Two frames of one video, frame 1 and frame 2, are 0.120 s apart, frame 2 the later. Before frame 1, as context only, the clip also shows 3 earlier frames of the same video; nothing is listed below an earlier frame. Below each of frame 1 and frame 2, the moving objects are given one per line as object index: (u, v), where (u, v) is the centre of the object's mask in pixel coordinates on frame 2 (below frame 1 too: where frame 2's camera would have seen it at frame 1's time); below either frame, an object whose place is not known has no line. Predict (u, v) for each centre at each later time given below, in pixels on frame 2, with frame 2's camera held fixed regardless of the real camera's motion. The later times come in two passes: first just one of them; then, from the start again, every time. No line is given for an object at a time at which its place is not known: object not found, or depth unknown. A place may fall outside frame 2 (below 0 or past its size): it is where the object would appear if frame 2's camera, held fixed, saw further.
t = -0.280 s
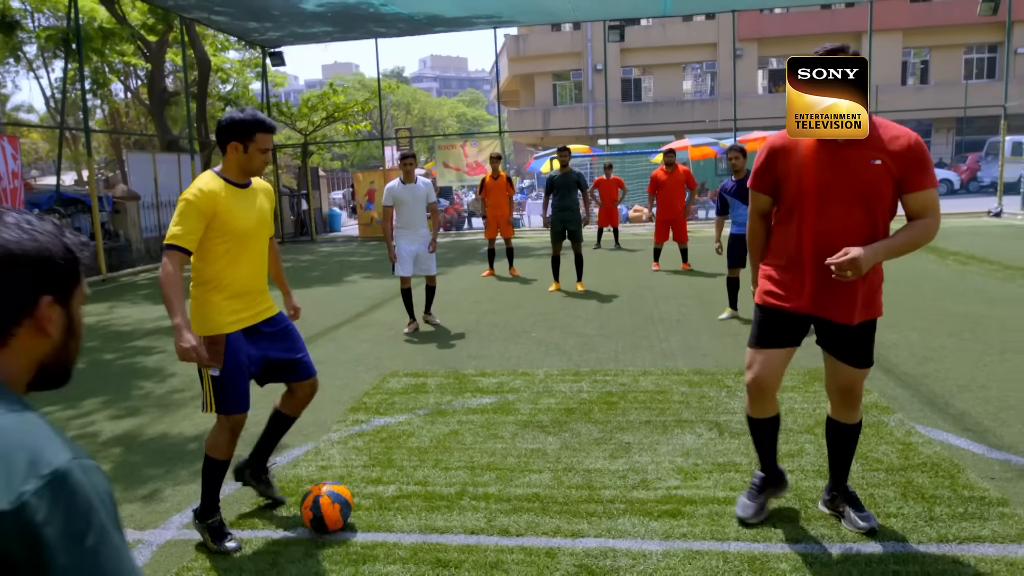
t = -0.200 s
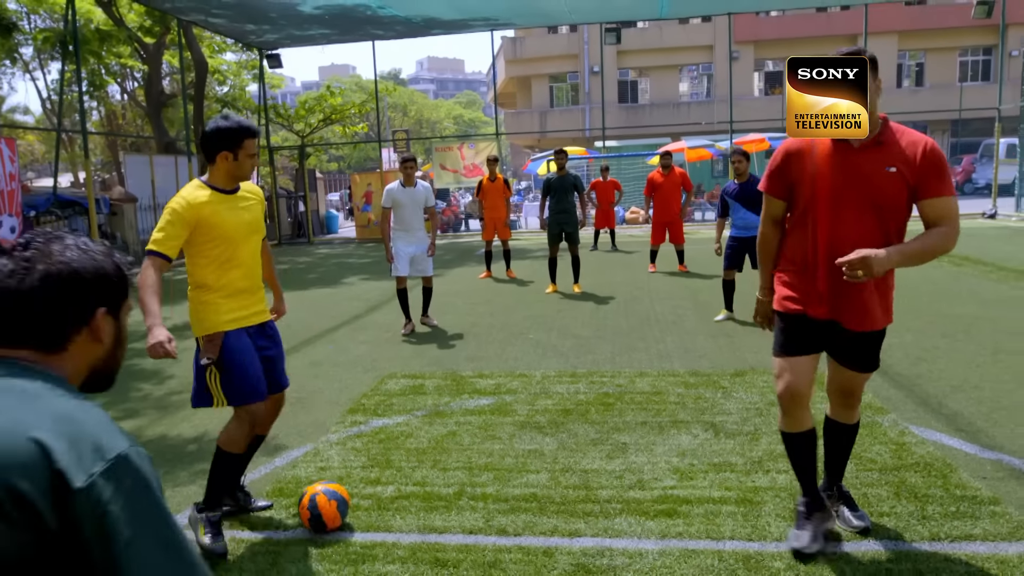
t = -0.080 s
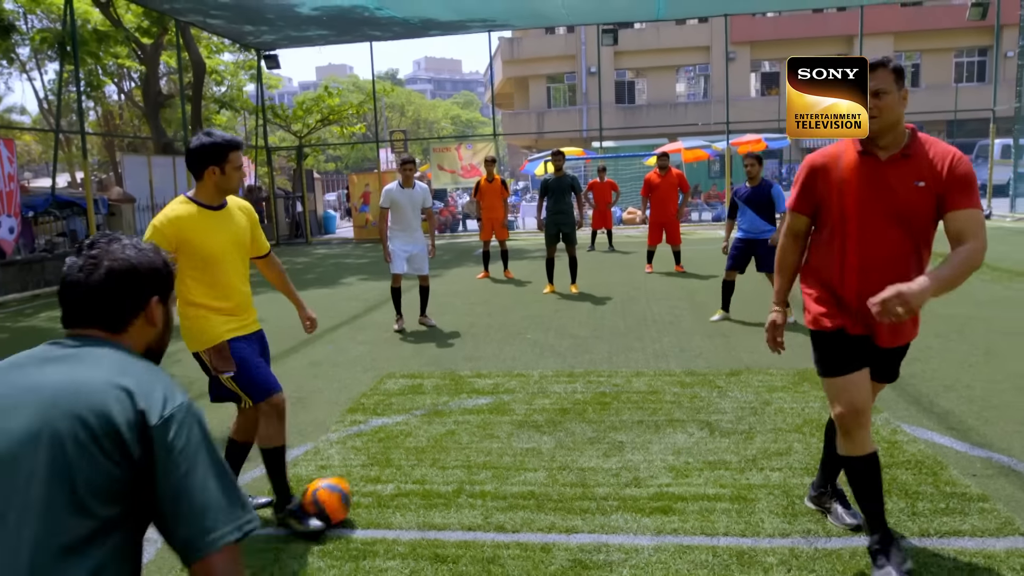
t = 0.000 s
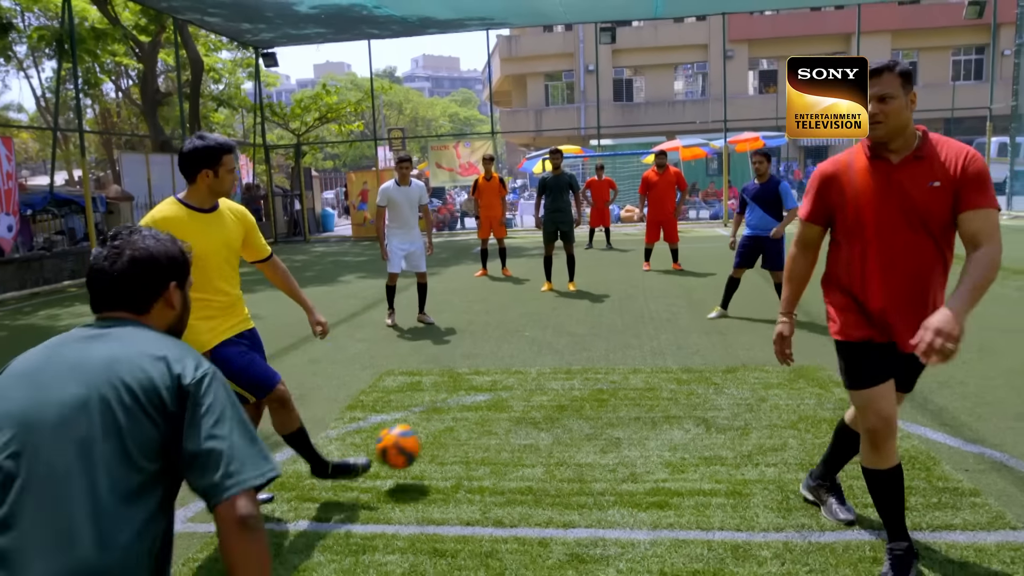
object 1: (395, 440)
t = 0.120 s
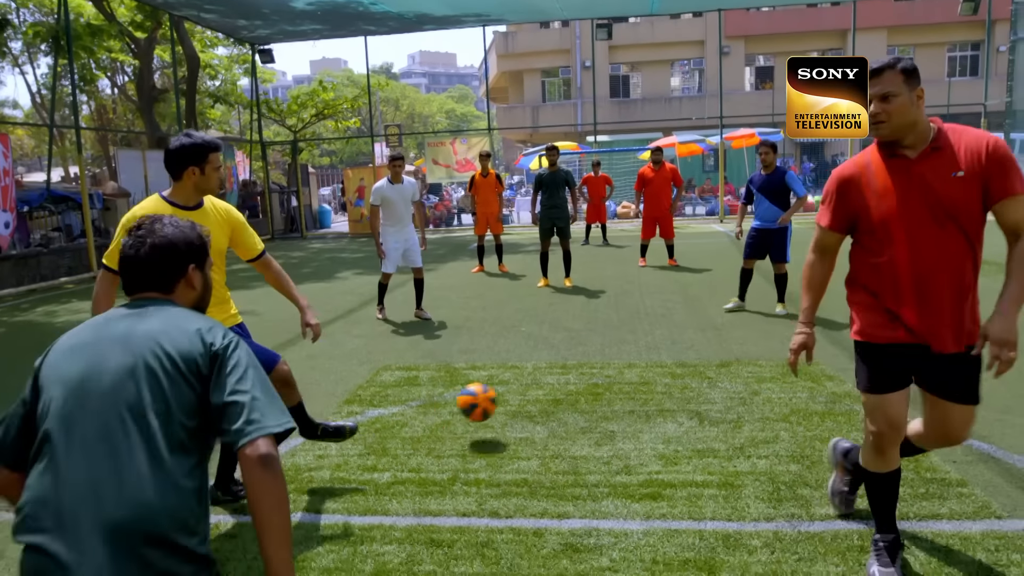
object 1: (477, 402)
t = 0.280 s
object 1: (558, 382)
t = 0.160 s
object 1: (507, 395)
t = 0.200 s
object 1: (525, 393)
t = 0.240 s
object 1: (549, 391)
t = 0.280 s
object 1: (558, 382)
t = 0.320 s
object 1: (570, 369)
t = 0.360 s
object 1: (578, 364)
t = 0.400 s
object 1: (590, 358)
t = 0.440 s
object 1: (598, 357)
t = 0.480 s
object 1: (609, 358)
